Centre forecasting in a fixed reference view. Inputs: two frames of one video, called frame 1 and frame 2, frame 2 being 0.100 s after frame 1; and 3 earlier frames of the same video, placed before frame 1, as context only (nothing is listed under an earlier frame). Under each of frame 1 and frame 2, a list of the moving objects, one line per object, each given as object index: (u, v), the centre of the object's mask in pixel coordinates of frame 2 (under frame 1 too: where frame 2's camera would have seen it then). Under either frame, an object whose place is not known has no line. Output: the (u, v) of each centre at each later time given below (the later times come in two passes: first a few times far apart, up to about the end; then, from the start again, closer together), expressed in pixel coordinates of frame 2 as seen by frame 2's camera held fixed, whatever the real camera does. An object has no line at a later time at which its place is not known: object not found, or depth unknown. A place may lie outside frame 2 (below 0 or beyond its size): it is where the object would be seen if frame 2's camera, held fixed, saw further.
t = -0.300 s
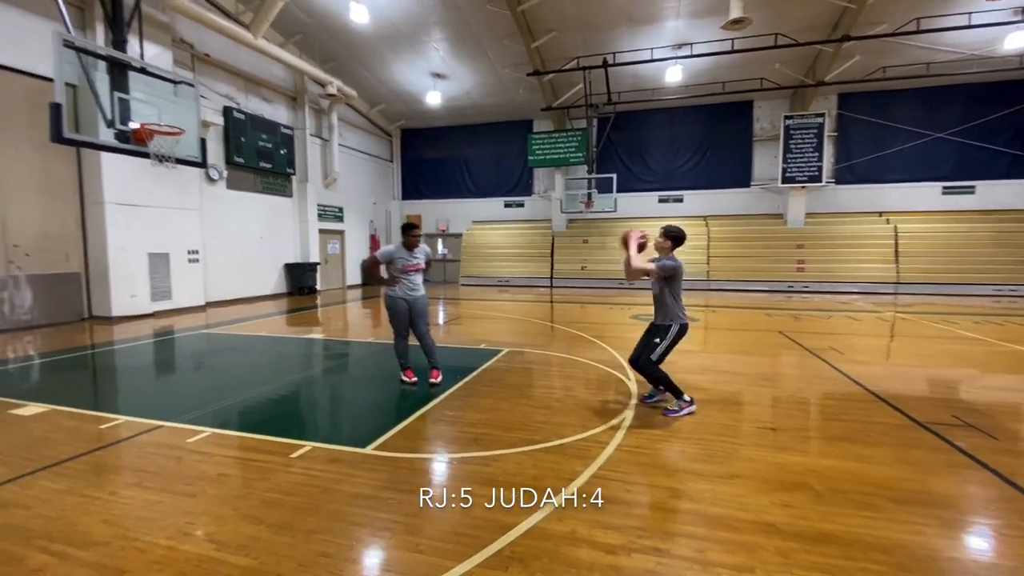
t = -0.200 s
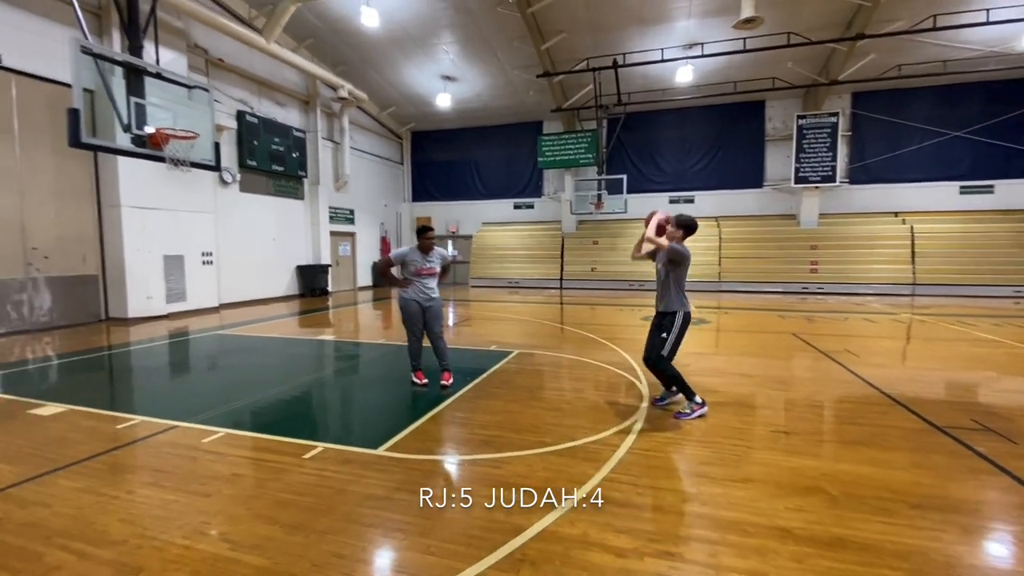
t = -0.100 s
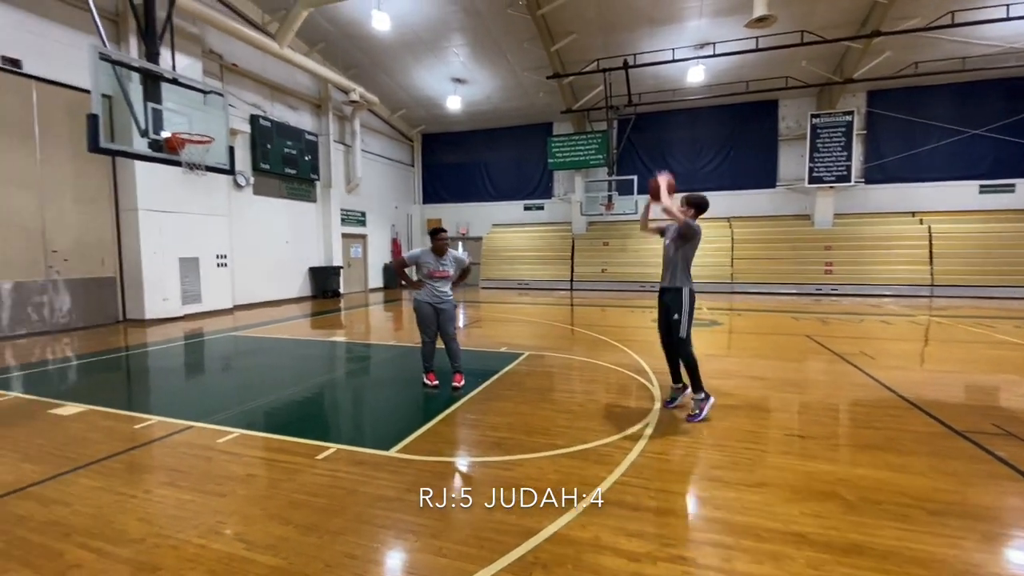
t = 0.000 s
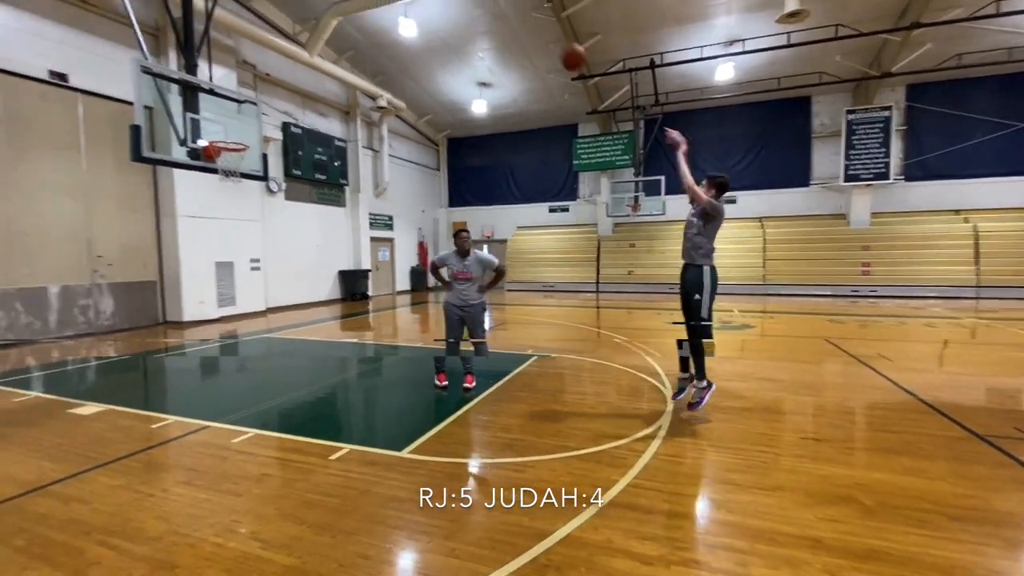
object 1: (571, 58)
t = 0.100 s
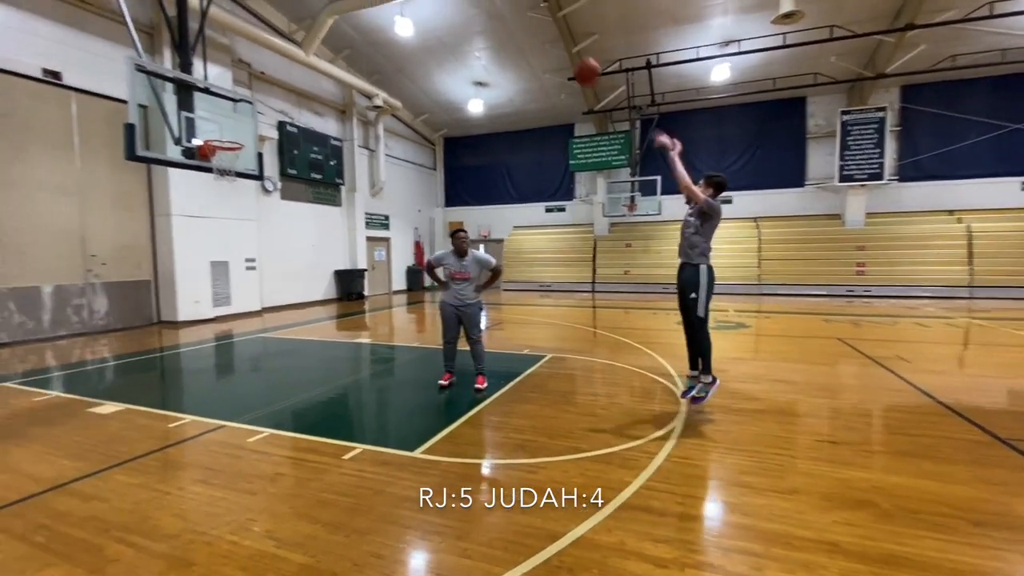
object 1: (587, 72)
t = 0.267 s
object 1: (503, 14)
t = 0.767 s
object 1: (320, 16)
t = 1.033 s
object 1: (252, 90)
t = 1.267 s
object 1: (221, 113)
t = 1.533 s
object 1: (238, 75)
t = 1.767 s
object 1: (259, 83)
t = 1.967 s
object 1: (276, 121)
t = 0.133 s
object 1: (570, 58)
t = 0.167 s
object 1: (552, 44)
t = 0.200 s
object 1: (536, 32)
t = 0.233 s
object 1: (519, 23)
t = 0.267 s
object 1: (503, 14)
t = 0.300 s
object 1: (488, 8)
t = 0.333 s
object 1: (474, 4)
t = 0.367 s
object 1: (460, 1)
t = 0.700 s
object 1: (340, 3)
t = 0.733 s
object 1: (331, 9)
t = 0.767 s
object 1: (320, 16)
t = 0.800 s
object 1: (311, 22)
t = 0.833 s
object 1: (302, 30)
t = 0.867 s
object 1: (294, 39)
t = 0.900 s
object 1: (284, 49)
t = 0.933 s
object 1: (275, 59)
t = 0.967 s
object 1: (268, 69)
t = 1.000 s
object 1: (260, 79)
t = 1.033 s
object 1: (252, 90)
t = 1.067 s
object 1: (244, 103)
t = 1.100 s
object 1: (236, 115)
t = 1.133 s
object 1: (229, 127)
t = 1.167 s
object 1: (223, 139)
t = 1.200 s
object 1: (220, 131)
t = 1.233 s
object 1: (219, 121)
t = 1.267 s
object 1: (221, 113)
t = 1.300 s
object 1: (223, 105)
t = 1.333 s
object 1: (226, 99)
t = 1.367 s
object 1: (227, 93)
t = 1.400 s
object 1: (229, 88)
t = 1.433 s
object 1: (231, 84)
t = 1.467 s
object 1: (234, 79)
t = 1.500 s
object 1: (236, 77)
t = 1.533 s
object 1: (238, 75)
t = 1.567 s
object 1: (241, 74)
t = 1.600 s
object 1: (244, 74)
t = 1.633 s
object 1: (247, 74)
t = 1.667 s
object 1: (249, 75)
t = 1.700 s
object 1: (253, 77)
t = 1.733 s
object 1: (255, 79)
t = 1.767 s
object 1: (259, 83)
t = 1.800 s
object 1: (261, 87)
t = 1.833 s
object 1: (264, 93)
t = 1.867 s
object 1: (268, 98)
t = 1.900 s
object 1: (270, 106)
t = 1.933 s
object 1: (274, 113)
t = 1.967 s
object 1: (276, 121)
